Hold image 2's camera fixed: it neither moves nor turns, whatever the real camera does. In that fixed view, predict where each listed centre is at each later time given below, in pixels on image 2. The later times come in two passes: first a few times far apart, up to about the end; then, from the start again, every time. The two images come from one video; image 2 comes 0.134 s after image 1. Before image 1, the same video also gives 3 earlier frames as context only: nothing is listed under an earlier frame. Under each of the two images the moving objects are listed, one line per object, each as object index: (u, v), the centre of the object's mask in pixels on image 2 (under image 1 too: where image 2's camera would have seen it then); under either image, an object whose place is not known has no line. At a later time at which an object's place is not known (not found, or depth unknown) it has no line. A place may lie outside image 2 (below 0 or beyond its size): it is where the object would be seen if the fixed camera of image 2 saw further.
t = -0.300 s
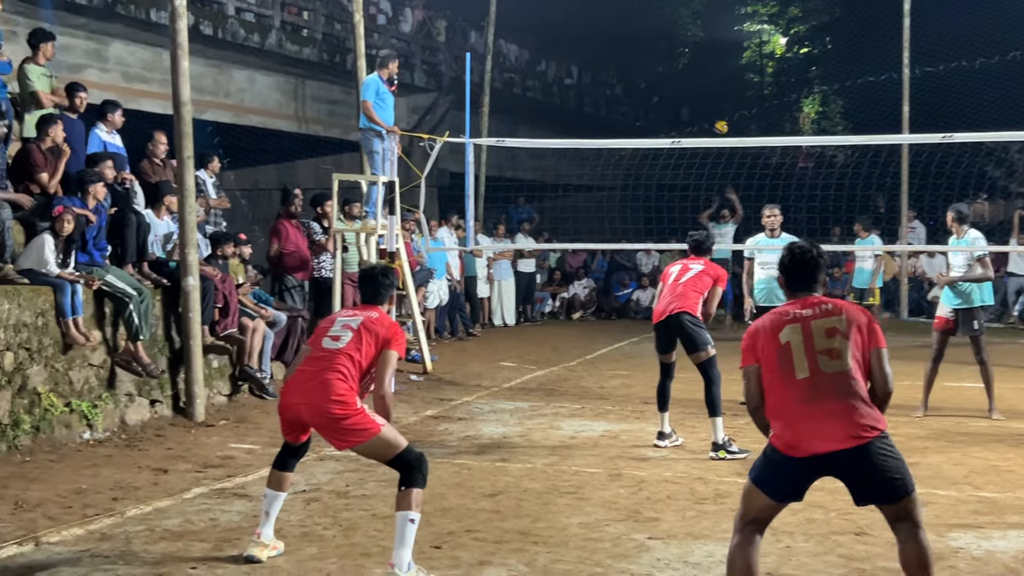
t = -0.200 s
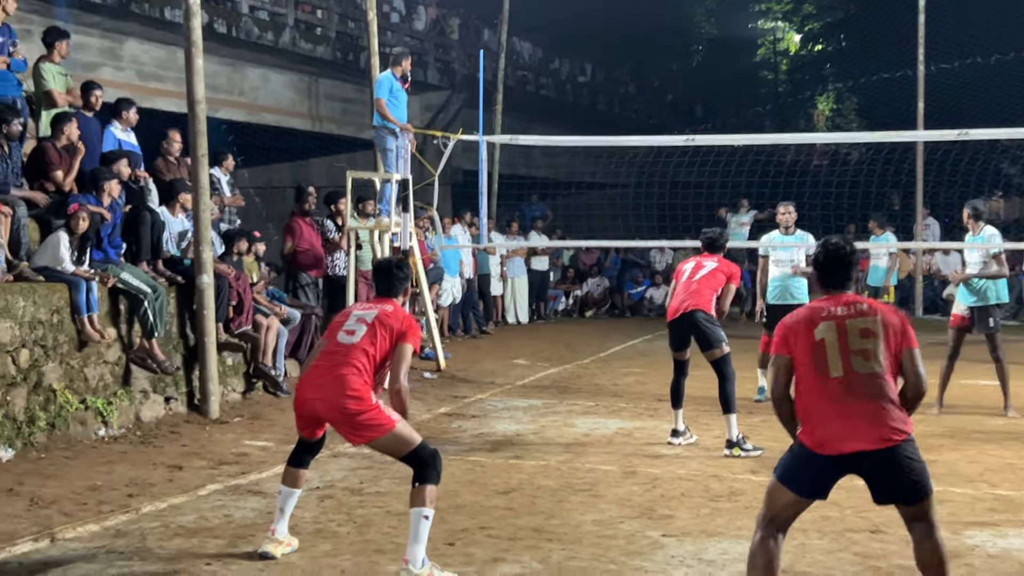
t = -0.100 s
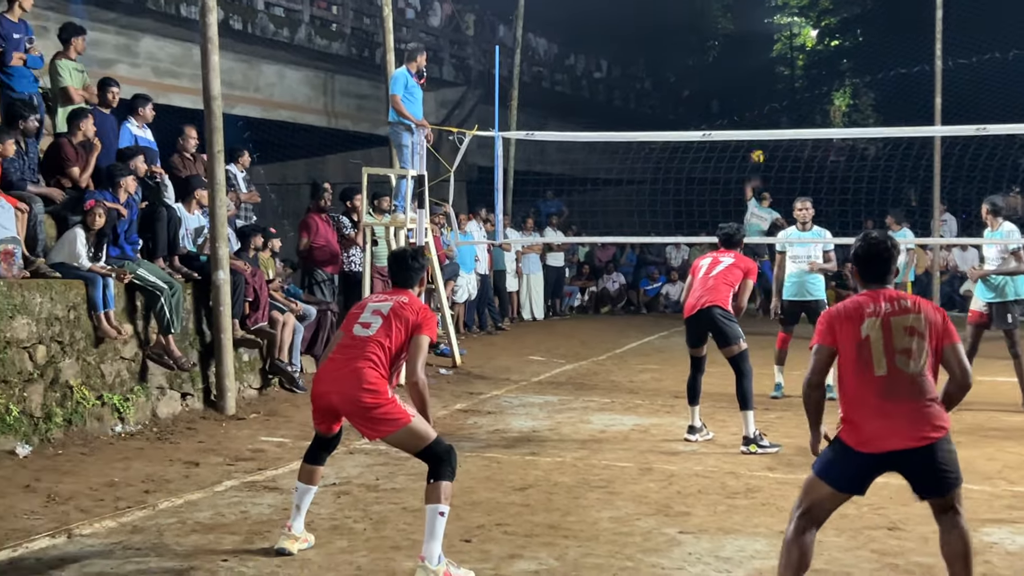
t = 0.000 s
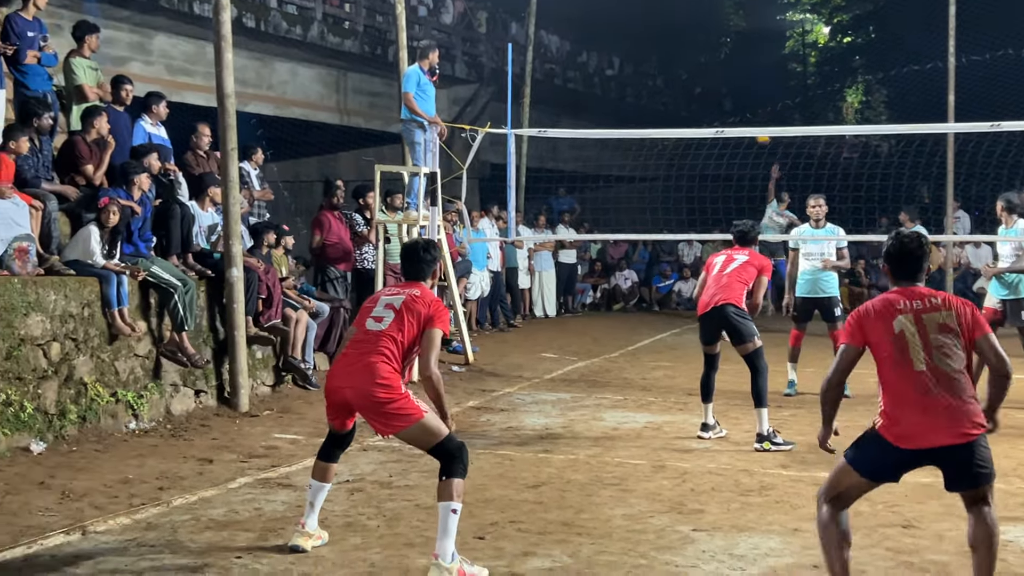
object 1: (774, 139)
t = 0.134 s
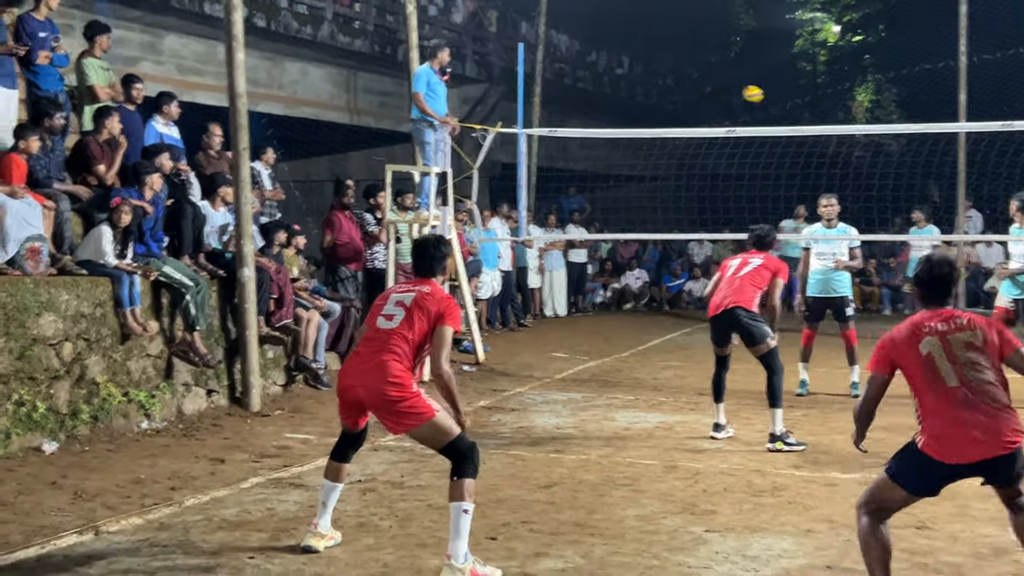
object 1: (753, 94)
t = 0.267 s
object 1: (725, 66)
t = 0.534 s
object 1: (631, 75)
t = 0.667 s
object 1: (556, 135)
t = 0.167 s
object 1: (747, 85)
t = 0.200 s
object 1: (740, 77)
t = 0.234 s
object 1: (733, 71)
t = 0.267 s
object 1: (725, 66)
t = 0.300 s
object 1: (716, 62)
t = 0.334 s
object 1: (707, 59)
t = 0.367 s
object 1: (697, 56)
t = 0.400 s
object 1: (686, 56)
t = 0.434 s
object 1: (673, 58)
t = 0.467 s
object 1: (660, 62)
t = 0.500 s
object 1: (647, 68)
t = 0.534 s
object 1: (631, 75)
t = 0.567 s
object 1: (614, 85)
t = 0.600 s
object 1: (595, 99)
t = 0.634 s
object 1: (577, 115)
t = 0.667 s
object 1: (556, 135)
